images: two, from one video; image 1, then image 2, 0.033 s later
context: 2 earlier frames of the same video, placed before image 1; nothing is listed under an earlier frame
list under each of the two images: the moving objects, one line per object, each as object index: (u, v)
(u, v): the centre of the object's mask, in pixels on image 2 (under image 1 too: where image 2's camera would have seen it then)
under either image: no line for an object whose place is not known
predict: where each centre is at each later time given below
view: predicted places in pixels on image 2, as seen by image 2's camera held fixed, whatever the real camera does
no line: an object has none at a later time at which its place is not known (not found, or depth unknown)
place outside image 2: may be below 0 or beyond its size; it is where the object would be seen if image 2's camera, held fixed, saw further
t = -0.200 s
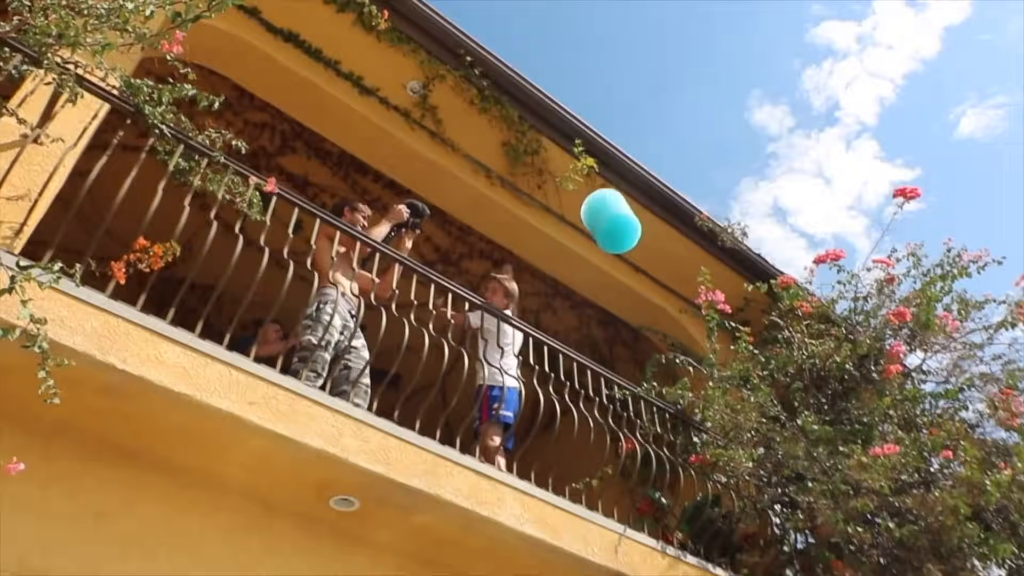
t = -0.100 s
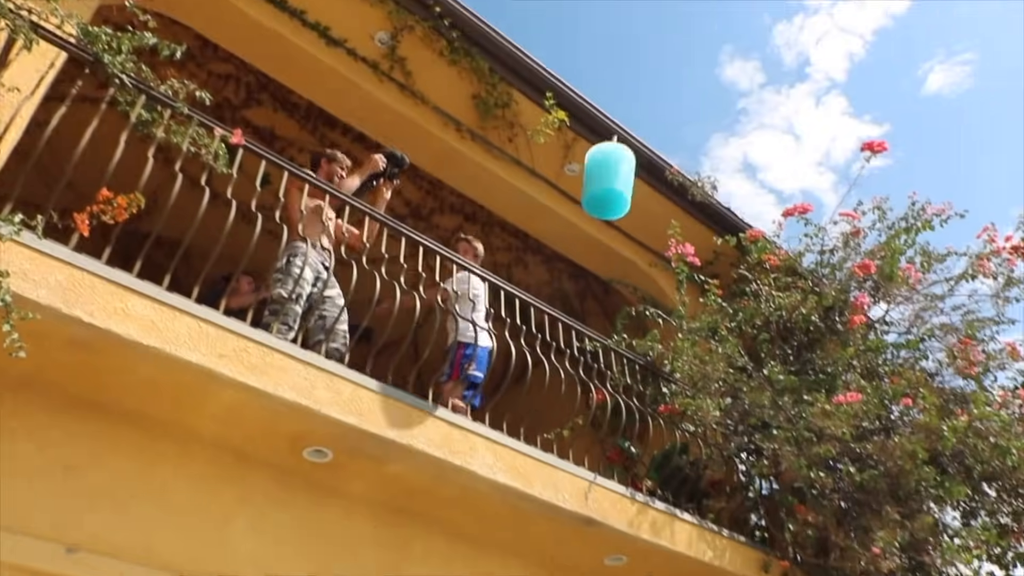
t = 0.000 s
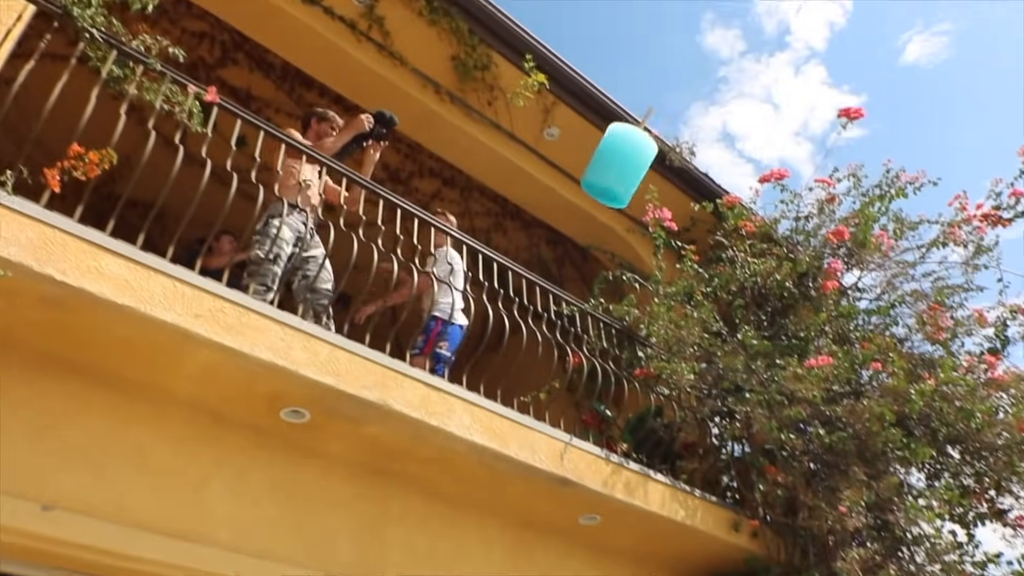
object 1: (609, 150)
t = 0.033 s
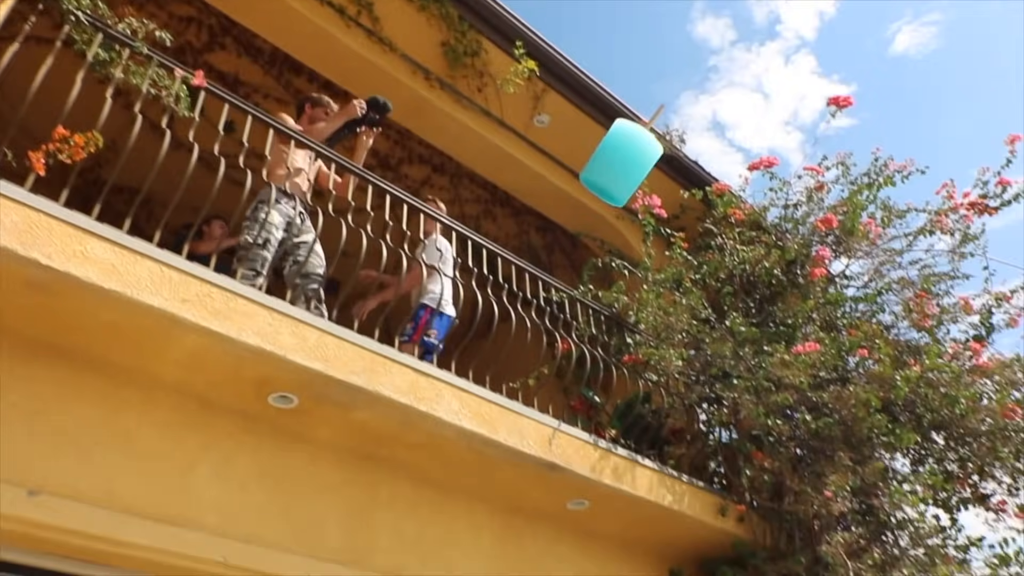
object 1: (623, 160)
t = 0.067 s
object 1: (637, 173)
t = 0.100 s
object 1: (650, 189)
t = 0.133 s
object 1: (666, 209)
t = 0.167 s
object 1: (685, 232)
